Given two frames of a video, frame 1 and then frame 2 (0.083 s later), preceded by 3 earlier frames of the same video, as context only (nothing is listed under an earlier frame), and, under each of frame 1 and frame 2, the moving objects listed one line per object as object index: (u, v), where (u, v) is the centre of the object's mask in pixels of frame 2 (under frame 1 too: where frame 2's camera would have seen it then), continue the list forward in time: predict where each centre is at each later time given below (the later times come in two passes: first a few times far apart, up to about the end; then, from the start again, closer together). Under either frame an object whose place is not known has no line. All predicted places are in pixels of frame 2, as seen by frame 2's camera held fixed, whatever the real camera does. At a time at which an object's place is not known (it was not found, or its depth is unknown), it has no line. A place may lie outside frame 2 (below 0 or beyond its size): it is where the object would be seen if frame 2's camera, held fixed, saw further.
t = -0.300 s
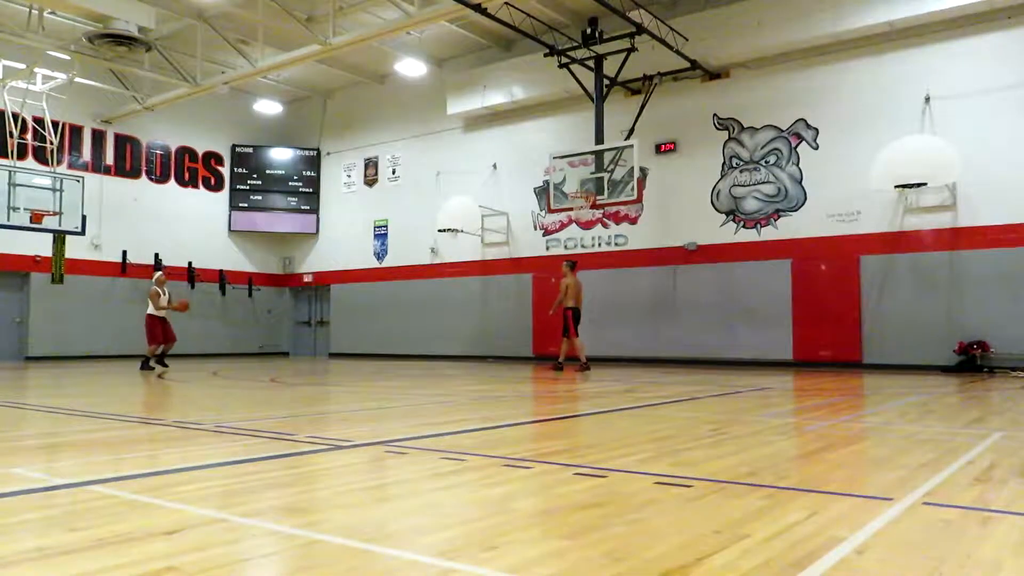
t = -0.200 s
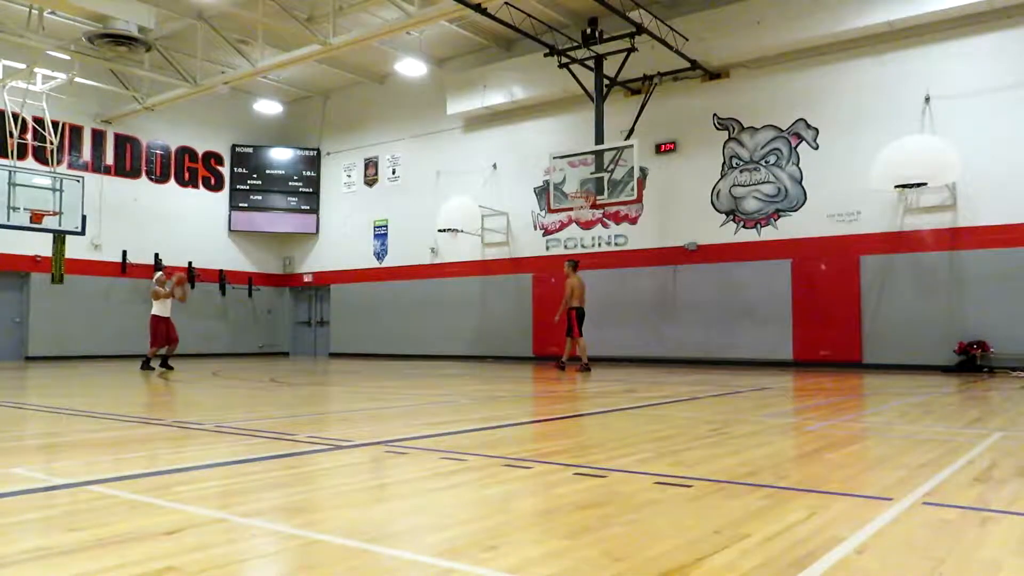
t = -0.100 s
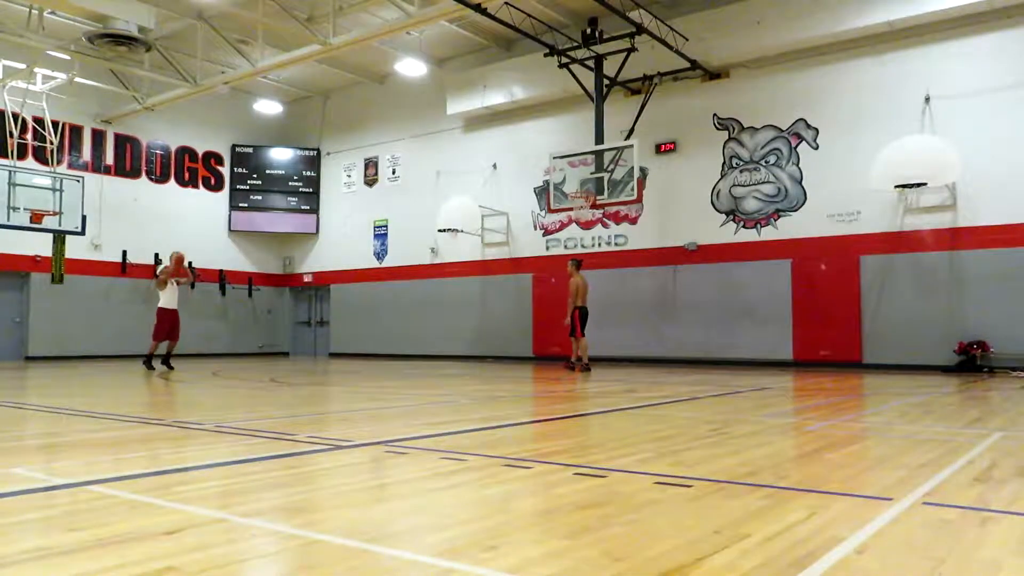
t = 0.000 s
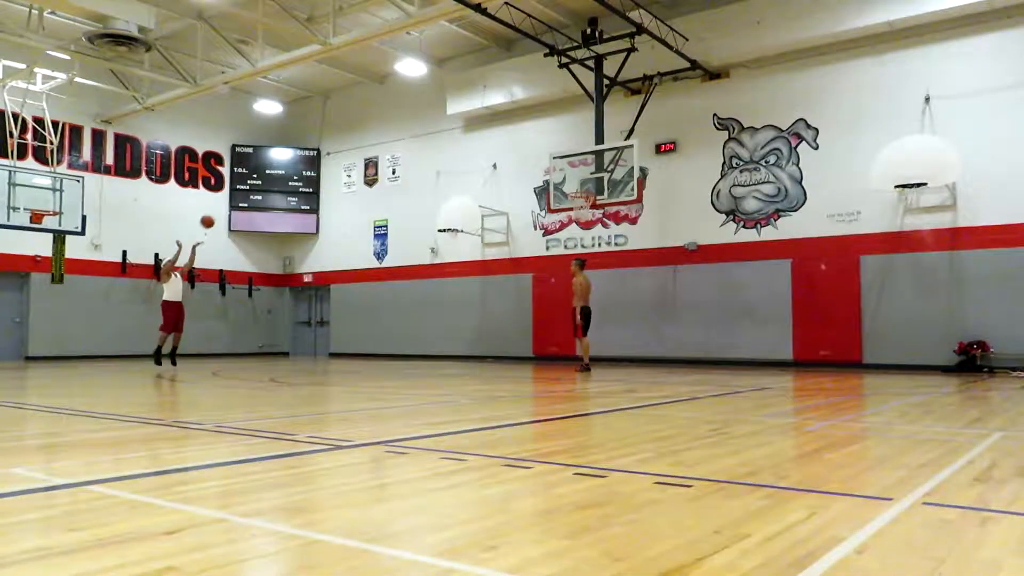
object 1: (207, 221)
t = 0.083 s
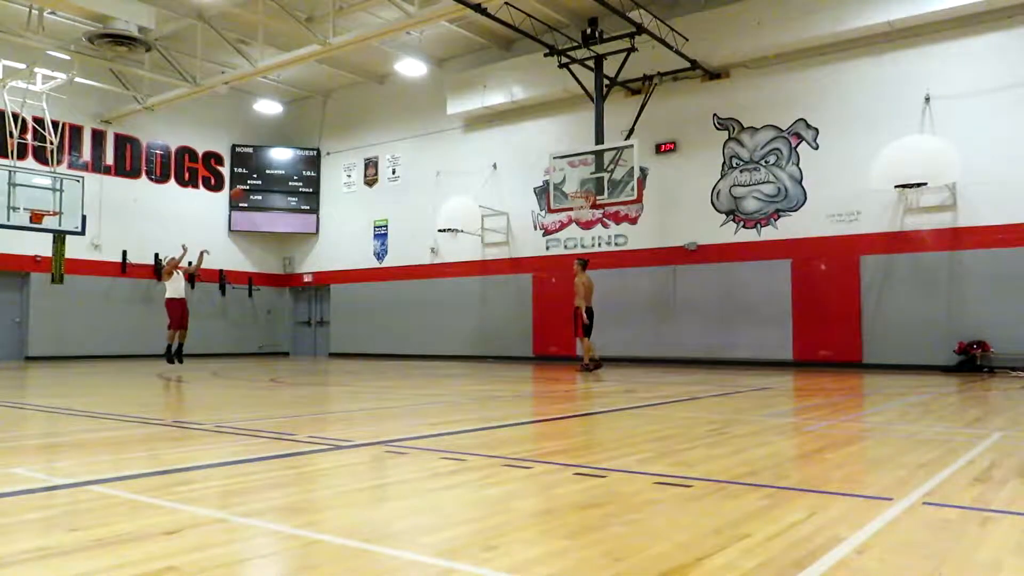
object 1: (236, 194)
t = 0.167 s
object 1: (266, 172)
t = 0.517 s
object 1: (385, 120)
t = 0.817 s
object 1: (480, 129)
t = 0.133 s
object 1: (255, 180)
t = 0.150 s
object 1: (260, 175)
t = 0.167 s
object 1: (266, 172)
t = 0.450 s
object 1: (363, 125)
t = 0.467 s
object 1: (369, 123)
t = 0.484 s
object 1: (374, 122)
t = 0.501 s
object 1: (379, 121)
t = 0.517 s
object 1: (385, 120)
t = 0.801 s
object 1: (475, 127)
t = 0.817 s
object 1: (480, 129)
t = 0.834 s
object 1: (485, 131)
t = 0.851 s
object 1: (490, 134)
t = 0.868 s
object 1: (495, 136)
